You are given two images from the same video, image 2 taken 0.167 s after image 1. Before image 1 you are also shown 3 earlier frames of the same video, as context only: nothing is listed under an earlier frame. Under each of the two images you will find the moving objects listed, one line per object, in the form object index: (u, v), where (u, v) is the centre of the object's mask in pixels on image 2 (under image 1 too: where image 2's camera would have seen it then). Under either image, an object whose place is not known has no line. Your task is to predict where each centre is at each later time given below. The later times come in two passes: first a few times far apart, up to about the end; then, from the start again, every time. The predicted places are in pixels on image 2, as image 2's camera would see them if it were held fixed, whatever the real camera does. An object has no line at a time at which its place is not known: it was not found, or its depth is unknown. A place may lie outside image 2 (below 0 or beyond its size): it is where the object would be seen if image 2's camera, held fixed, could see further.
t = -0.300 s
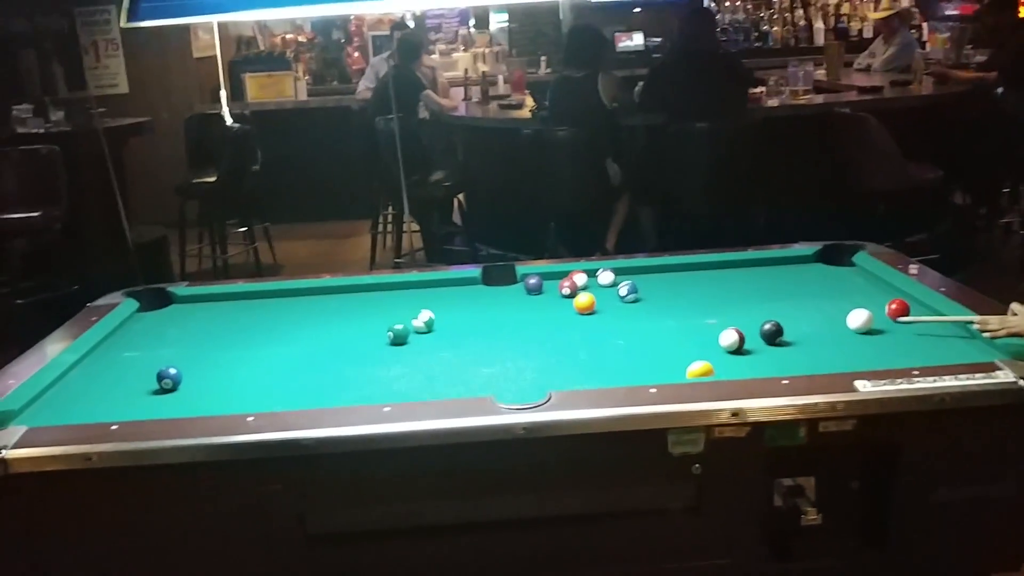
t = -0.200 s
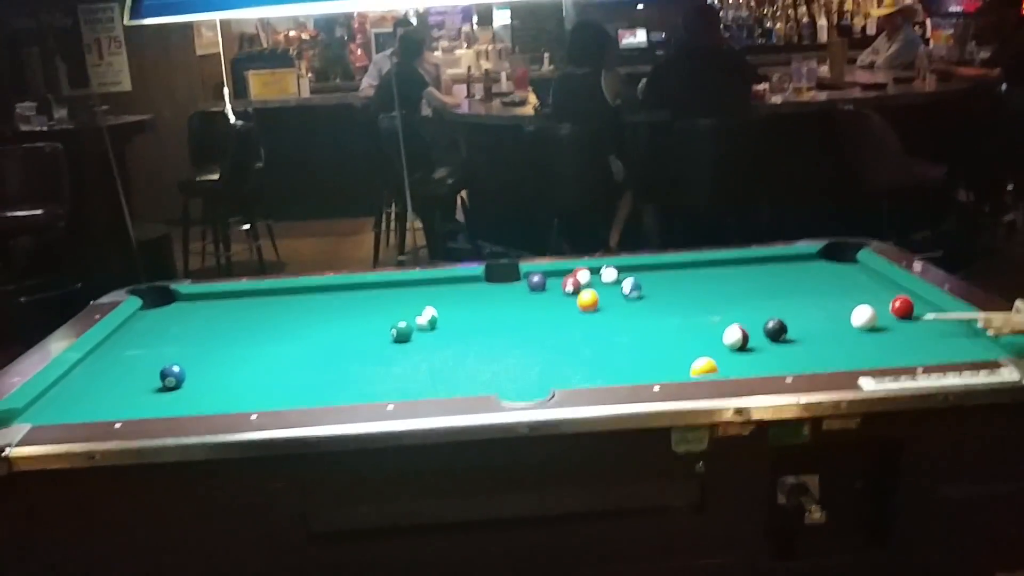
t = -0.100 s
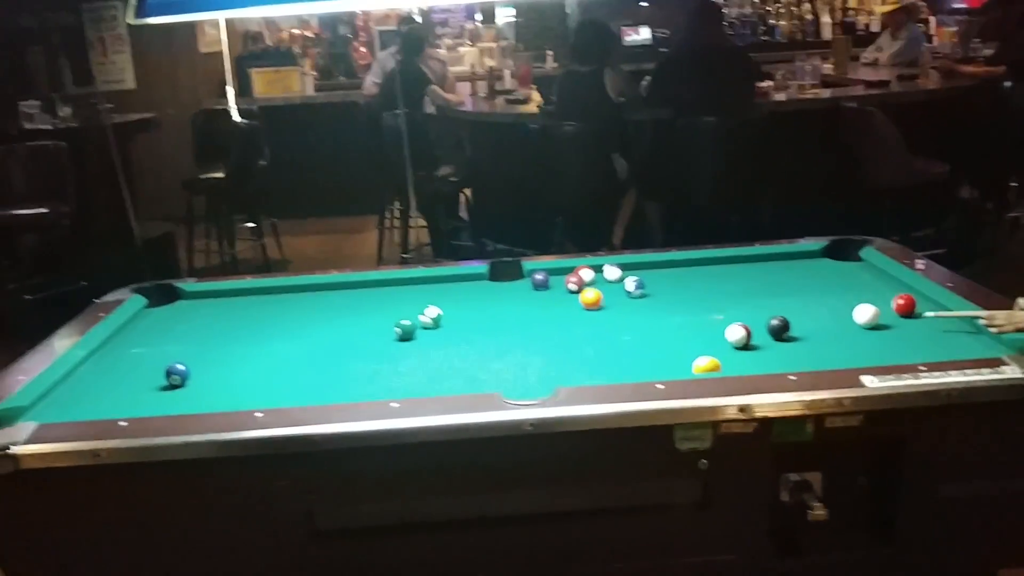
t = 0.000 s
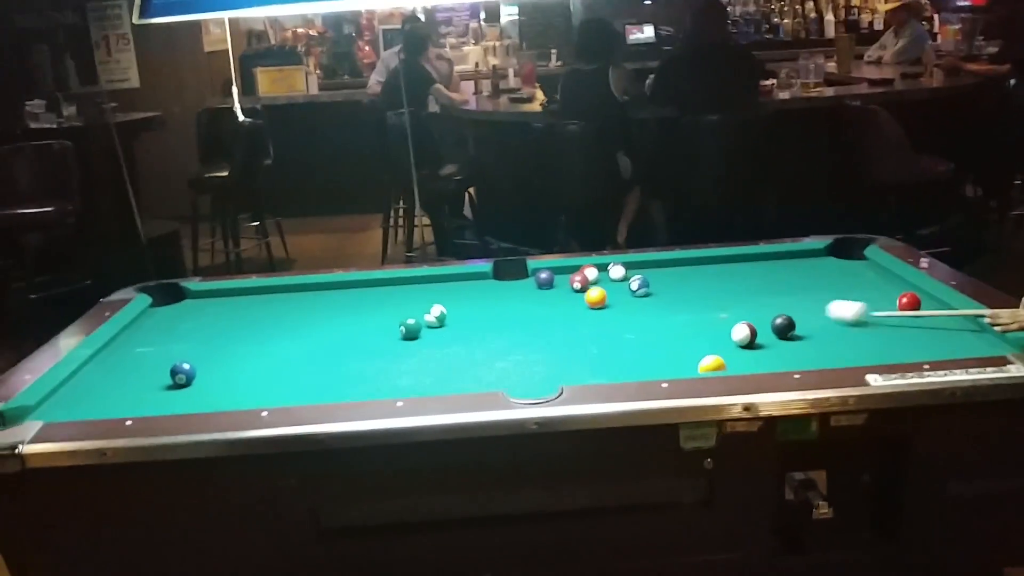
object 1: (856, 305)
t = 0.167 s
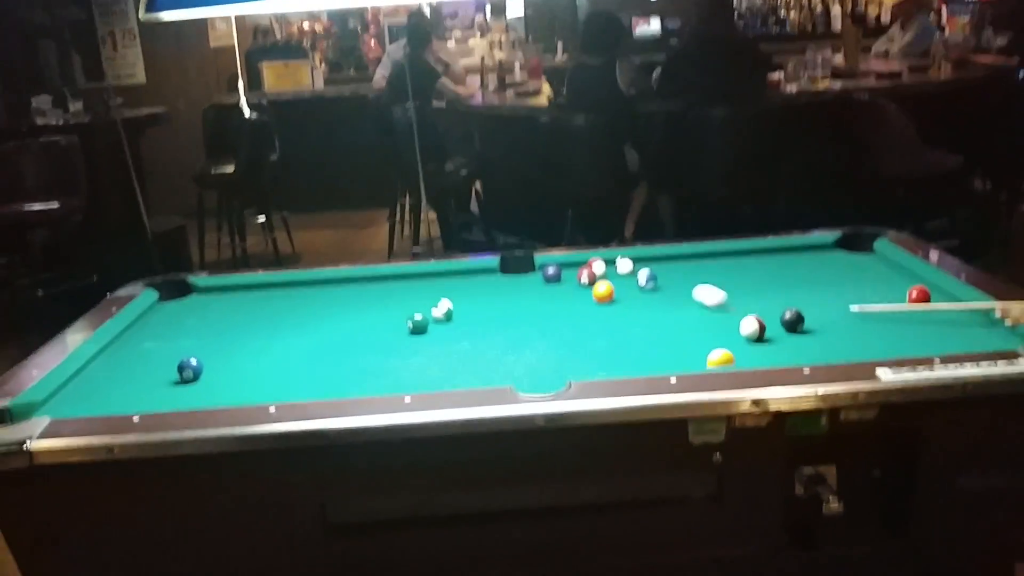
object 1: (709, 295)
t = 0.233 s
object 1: (665, 294)
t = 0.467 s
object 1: (613, 285)
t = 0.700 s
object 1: (593, 280)
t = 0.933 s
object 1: (584, 279)
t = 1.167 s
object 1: (579, 279)
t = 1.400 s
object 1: (576, 278)
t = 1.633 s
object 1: (575, 278)
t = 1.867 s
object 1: (576, 278)
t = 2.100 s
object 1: (575, 278)
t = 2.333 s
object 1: (576, 278)
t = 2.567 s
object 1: (576, 278)
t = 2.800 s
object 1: (576, 278)
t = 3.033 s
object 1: (575, 278)
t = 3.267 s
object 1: (576, 278)
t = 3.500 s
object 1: (576, 278)
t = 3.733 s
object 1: (576, 278)
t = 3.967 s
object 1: (576, 278)
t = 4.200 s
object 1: (576, 278)
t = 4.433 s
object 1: (576, 278)
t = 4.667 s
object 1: (576, 277)
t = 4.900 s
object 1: (577, 278)
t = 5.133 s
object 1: (577, 278)
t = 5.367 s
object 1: (577, 278)
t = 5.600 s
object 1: (577, 278)
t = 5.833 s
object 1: (577, 278)
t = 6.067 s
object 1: (576, 277)
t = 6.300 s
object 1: (576, 277)
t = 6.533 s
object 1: (577, 274)
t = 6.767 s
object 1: (578, 276)
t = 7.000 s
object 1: (578, 276)
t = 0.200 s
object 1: (686, 295)
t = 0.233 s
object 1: (665, 294)
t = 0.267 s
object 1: (643, 293)
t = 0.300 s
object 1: (626, 291)
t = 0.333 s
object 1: (625, 290)
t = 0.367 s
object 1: (623, 289)
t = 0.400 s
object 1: (621, 288)
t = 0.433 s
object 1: (617, 286)
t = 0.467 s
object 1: (613, 285)
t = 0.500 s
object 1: (608, 284)
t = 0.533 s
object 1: (604, 282)
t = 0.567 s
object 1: (599, 281)
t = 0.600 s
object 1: (596, 281)
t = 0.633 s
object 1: (595, 281)
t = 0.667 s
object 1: (594, 280)
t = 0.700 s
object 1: (593, 280)
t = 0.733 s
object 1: (592, 280)
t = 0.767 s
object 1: (590, 280)
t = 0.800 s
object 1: (589, 280)
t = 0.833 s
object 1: (588, 280)
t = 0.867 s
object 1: (587, 280)
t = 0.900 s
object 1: (586, 280)
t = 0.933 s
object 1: (584, 279)
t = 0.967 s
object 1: (583, 279)
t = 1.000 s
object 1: (582, 279)
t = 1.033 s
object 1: (582, 279)
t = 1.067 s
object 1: (581, 279)
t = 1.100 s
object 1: (580, 279)
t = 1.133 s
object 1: (580, 279)
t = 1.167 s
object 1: (579, 279)
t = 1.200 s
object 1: (579, 279)
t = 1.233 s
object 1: (578, 279)
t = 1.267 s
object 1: (577, 279)
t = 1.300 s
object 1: (577, 279)
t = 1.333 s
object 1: (577, 279)
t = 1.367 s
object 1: (576, 278)
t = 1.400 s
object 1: (576, 278)
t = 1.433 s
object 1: (576, 278)
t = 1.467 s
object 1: (576, 278)
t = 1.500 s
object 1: (576, 278)
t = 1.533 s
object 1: (575, 279)
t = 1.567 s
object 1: (575, 278)
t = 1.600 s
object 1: (575, 279)
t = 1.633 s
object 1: (575, 278)
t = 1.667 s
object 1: (575, 278)
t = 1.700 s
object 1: (575, 278)
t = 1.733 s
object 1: (575, 278)
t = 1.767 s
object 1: (575, 278)
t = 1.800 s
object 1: (575, 278)
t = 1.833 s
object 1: (575, 278)
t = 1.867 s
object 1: (576, 278)
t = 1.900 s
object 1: (576, 278)
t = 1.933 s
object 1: (575, 278)
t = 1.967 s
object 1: (575, 278)
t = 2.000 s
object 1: (575, 278)
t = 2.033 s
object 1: (575, 278)
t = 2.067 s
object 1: (575, 278)
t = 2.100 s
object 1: (575, 278)
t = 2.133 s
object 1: (576, 278)
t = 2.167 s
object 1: (575, 278)
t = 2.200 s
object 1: (576, 278)
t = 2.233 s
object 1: (576, 278)
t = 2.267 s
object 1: (576, 278)
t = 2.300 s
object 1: (576, 278)
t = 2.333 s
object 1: (576, 278)
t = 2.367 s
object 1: (576, 278)
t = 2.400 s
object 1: (576, 279)
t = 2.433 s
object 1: (576, 278)
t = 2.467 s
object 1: (576, 278)
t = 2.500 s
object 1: (576, 278)
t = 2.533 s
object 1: (576, 278)
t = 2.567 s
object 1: (576, 278)
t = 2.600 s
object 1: (576, 278)
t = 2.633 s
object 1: (575, 278)
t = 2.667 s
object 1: (576, 278)
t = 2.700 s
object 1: (576, 278)
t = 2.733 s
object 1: (575, 278)
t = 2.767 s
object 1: (576, 278)
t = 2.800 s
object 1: (576, 278)
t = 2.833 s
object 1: (575, 278)
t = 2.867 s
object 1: (575, 278)
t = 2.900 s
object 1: (575, 278)
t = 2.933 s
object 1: (575, 278)
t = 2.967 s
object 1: (575, 278)
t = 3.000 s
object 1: (575, 278)
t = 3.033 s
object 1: (575, 278)
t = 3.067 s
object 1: (575, 278)
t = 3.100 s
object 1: (575, 278)
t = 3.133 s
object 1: (575, 278)
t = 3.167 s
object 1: (575, 278)
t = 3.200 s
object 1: (575, 278)
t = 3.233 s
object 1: (575, 278)
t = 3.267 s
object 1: (576, 278)
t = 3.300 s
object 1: (575, 278)
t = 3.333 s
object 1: (576, 278)
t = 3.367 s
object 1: (575, 278)
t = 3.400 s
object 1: (576, 278)
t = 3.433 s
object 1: (575, 278)
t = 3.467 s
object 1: (576, 278)
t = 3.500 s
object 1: (576, 278)
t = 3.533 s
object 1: (576, 278)
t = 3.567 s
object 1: (576, 278)
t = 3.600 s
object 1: (575, 278)
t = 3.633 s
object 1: (576, 278)
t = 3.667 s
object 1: (575, 278)
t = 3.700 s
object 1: (576, 278)
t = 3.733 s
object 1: (576, 278)
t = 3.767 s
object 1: (576, 278)
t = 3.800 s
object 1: (576, 278)
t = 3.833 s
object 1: (576, 278)
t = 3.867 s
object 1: (576, 278)
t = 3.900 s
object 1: (576, 278)
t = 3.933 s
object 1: (576, 278)
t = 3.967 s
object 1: (576, 278)
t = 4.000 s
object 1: (576, 278)
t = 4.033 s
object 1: (576, 278)
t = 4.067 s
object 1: (576, 278)
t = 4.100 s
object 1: (576, 278)
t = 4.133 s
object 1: (576, 278)
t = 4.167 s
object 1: (576, 278)
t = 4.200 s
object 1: (576, 278)
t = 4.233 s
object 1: (576, 278)
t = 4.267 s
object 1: (576, 278)
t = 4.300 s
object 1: (576, 278)
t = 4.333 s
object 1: (576, 278)
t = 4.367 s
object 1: (576, 278)
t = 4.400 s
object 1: (576, 278)
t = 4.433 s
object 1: (576, 278)
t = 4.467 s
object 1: (576, 278)
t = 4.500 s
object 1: (576, 278)
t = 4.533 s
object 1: (576, 278)
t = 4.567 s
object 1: (576, 278)
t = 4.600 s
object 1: (576, 276)
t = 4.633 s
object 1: (576, 276)
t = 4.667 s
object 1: (576, 277)
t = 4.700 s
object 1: (576, 277)
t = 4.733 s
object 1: (576, 277)
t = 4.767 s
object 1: (576, 278)
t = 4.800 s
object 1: (576, 278)
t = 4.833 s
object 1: (576, 277)
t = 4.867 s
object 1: (577, 277)
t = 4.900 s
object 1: (577, 278)
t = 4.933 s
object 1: (577, 278)
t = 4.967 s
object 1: (577, 278)
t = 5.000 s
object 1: (577, 278)
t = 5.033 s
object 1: (577, 278)
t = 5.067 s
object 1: (576, 278)
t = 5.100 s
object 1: (577, 278)
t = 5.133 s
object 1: (577, 278)
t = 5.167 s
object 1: (577, 278)
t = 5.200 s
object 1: (577, 278)
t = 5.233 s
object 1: (577, 278)
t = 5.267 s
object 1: (577, 278)
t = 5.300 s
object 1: (577, 278)
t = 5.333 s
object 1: (577, 278)
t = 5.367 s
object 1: (577, 278)
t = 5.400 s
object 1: (577, 278)
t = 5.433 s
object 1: (577, 278)
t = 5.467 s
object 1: (577, 278)
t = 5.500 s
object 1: (577, 278)
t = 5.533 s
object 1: (577, 278)
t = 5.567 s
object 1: (577, 278)
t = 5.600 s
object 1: (577, 278)
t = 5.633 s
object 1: (577, 278)
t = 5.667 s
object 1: (577, 278)
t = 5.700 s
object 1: (577, 278)
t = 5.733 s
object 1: (577, 278)
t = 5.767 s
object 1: (577, 278)
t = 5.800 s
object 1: (577, 278)
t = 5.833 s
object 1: (577, 278)
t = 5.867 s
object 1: (577, 278)
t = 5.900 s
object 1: (577, 278)
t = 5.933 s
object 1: (577, 278)
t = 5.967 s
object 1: (577, 278)
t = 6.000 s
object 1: (577, 278)
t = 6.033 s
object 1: (577, 278)
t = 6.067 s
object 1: (576, 277)
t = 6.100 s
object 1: (576, 277)
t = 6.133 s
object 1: (576, 277)
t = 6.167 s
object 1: (576, 277)
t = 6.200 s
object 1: (576, 277)
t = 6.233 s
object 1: (576, 277)
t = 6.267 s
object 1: (576, 277)
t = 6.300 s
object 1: (576, 277)
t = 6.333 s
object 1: (577, 278)
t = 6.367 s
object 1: (576, 275)
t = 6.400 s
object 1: (576, 274)
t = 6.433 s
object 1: (576, 273)
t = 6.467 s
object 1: (577, 274)
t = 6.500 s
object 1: (577, 274)
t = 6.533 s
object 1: (577, 274)
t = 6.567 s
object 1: (577, 273)
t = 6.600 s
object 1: (578, 273)
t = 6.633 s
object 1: (577, 274)
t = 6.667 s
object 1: (577, 276)
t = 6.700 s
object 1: (578, 278)
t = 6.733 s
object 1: (578, 276)
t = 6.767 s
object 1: (578, 276)
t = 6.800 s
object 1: (578, 276)
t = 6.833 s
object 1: (578, 277)
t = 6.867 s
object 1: (578, 278)
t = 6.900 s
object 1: (579, 278)
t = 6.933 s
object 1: (579, 278)
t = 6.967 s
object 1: (578, 277)
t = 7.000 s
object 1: (578, 276)
